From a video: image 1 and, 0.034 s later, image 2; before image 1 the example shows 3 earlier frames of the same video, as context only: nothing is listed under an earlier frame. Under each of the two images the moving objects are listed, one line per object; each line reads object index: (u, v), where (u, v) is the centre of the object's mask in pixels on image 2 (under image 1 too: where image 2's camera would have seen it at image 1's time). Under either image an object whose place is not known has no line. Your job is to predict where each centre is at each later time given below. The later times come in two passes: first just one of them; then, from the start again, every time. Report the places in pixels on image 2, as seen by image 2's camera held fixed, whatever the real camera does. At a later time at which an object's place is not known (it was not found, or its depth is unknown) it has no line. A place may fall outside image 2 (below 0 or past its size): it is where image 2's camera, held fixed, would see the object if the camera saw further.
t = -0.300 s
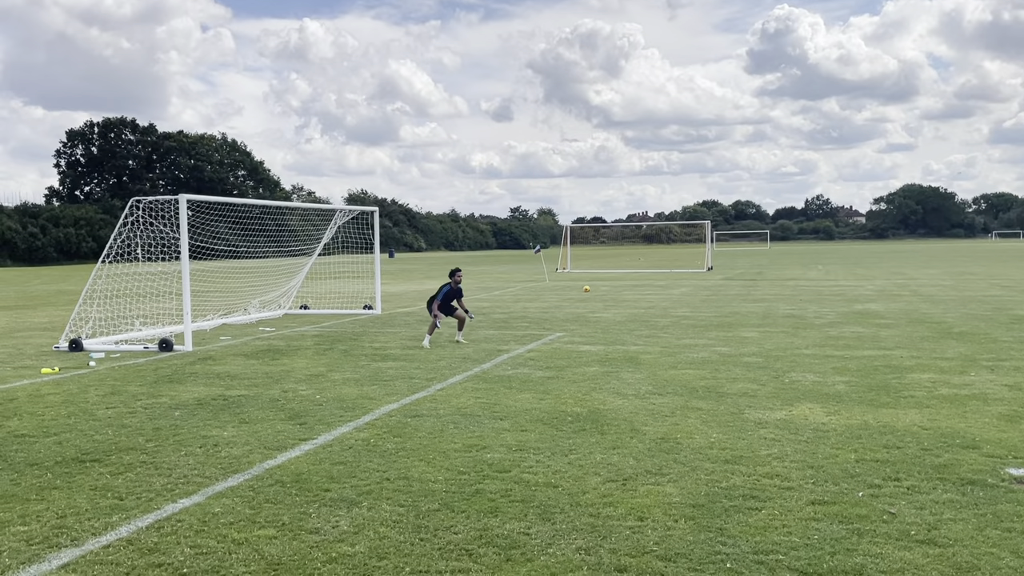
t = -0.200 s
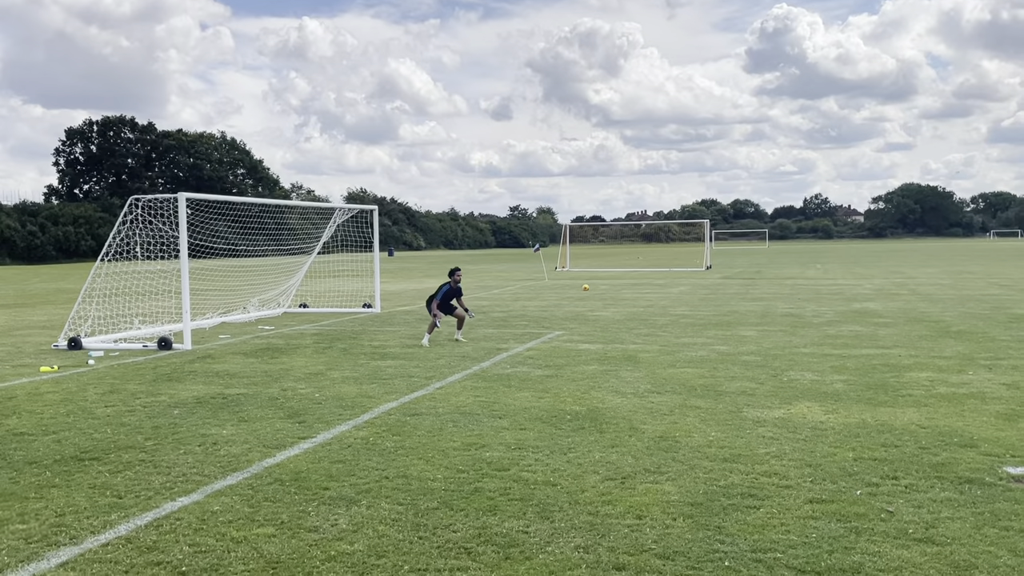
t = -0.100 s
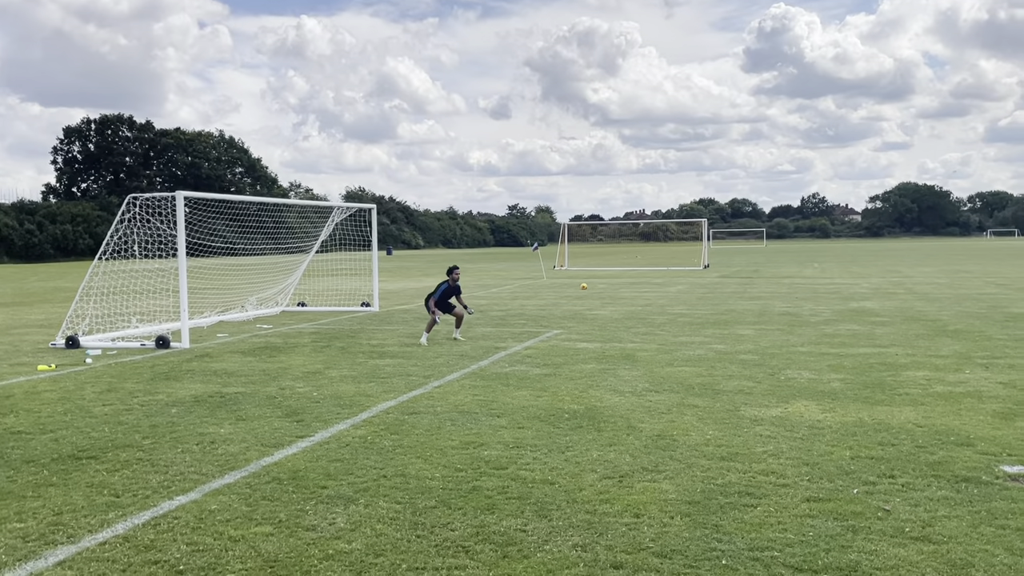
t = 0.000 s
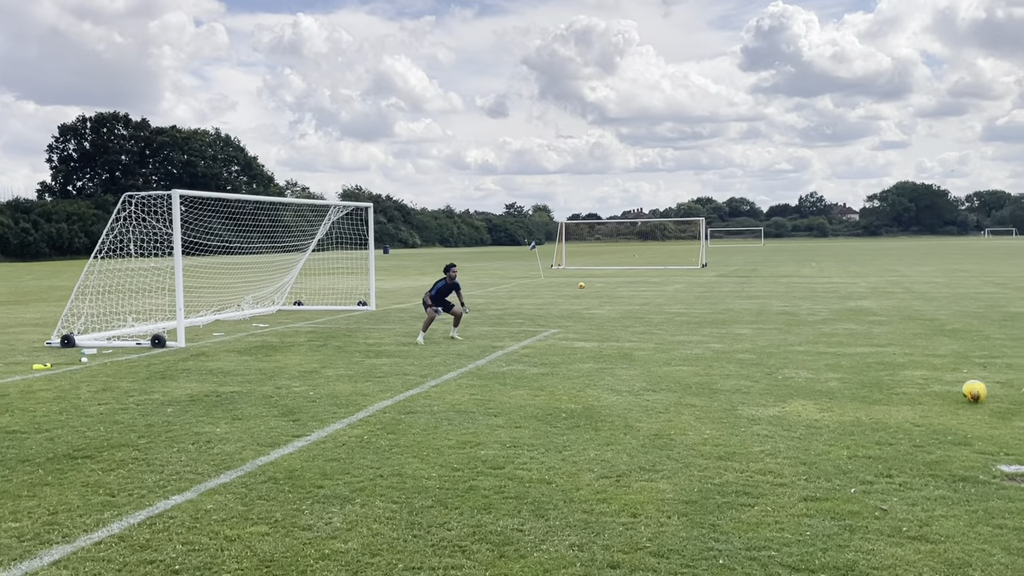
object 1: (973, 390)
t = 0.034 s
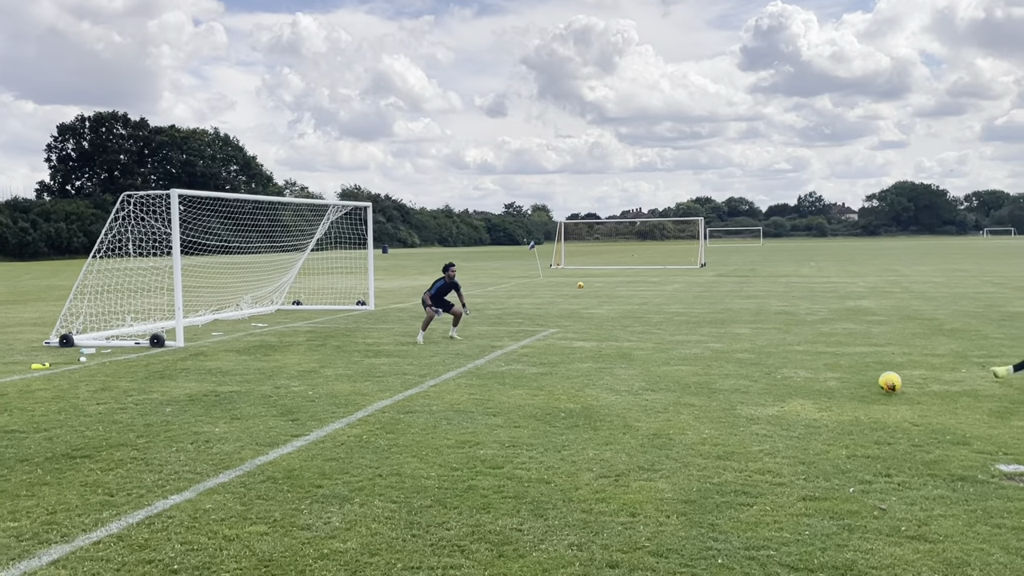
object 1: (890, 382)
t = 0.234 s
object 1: (553, 352)
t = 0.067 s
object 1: (816, 375)
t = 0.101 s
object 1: (750, 369)
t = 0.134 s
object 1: (691, 366)
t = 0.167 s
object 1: (639, 361)
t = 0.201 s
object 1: (595, 356)
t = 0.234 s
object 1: (553, 352)
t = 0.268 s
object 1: (516, 348)
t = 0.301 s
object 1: (481, 345)
